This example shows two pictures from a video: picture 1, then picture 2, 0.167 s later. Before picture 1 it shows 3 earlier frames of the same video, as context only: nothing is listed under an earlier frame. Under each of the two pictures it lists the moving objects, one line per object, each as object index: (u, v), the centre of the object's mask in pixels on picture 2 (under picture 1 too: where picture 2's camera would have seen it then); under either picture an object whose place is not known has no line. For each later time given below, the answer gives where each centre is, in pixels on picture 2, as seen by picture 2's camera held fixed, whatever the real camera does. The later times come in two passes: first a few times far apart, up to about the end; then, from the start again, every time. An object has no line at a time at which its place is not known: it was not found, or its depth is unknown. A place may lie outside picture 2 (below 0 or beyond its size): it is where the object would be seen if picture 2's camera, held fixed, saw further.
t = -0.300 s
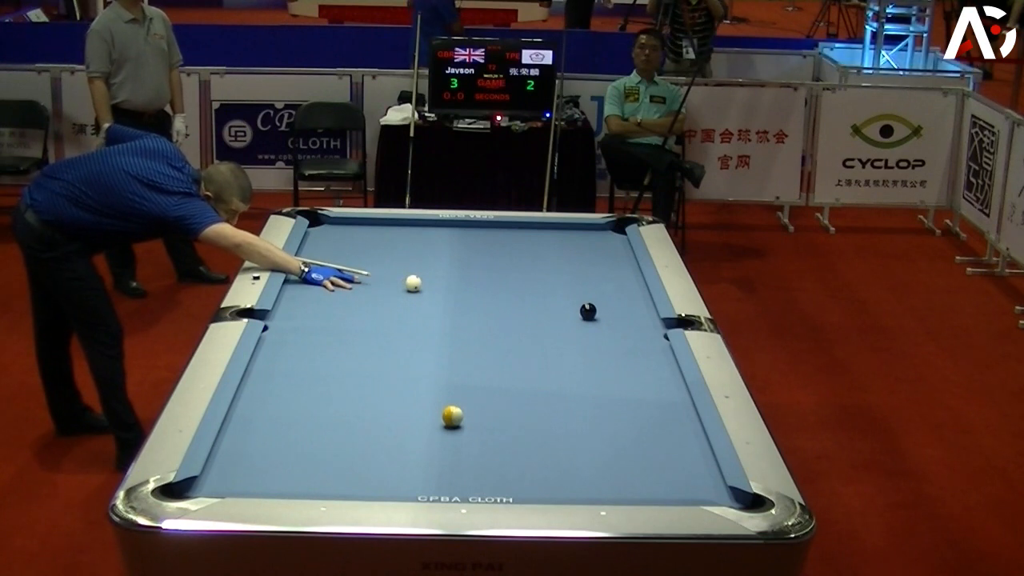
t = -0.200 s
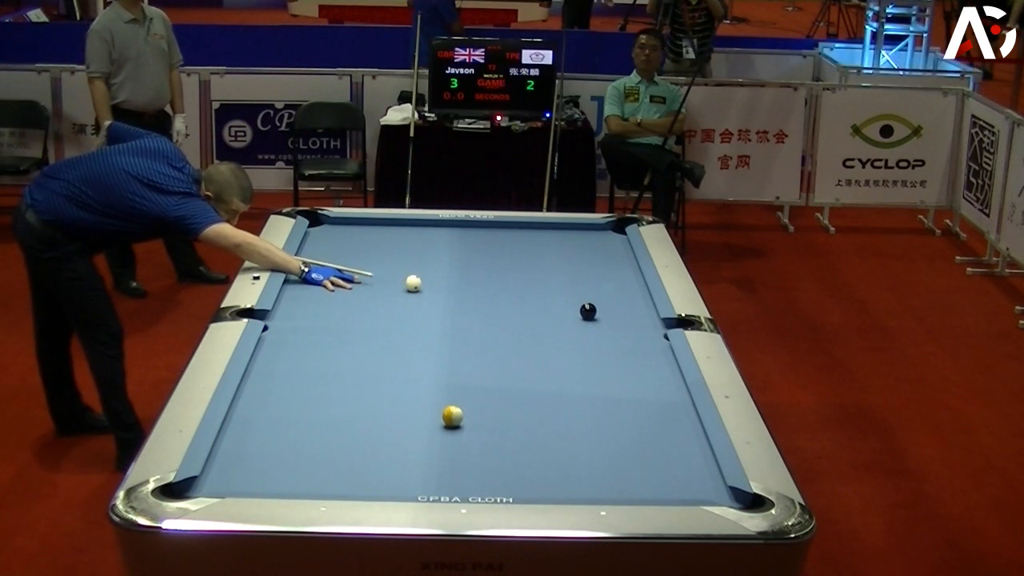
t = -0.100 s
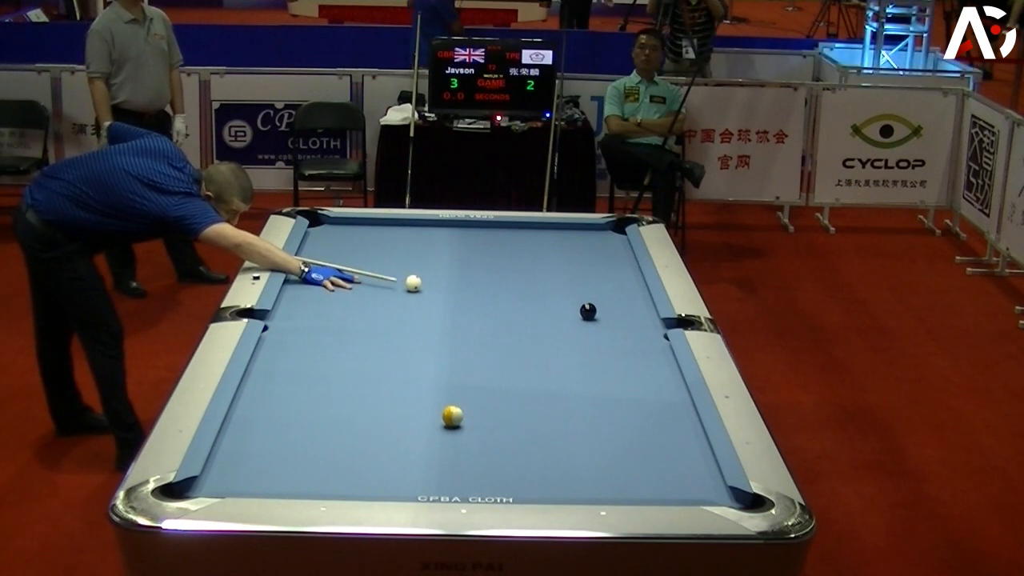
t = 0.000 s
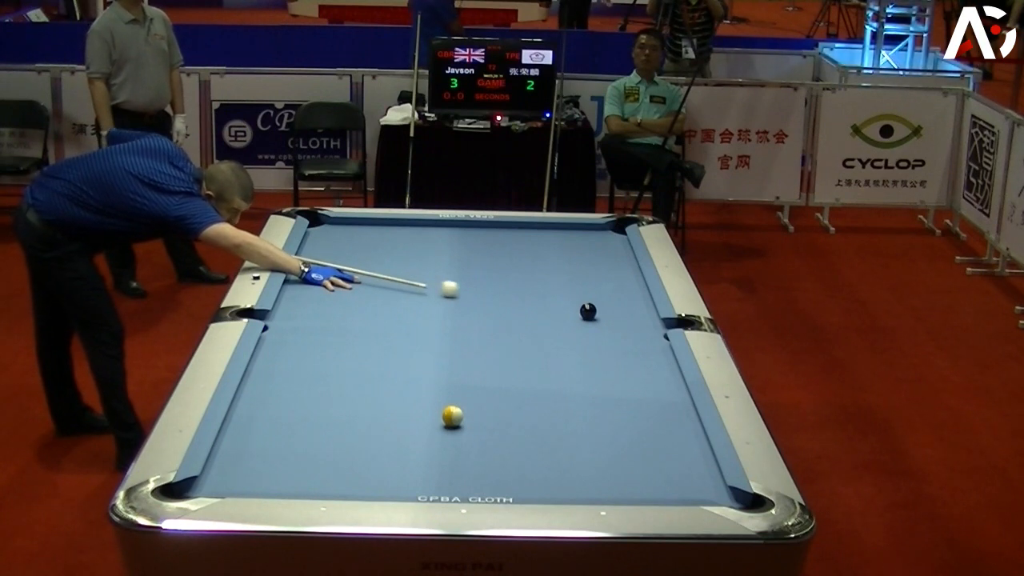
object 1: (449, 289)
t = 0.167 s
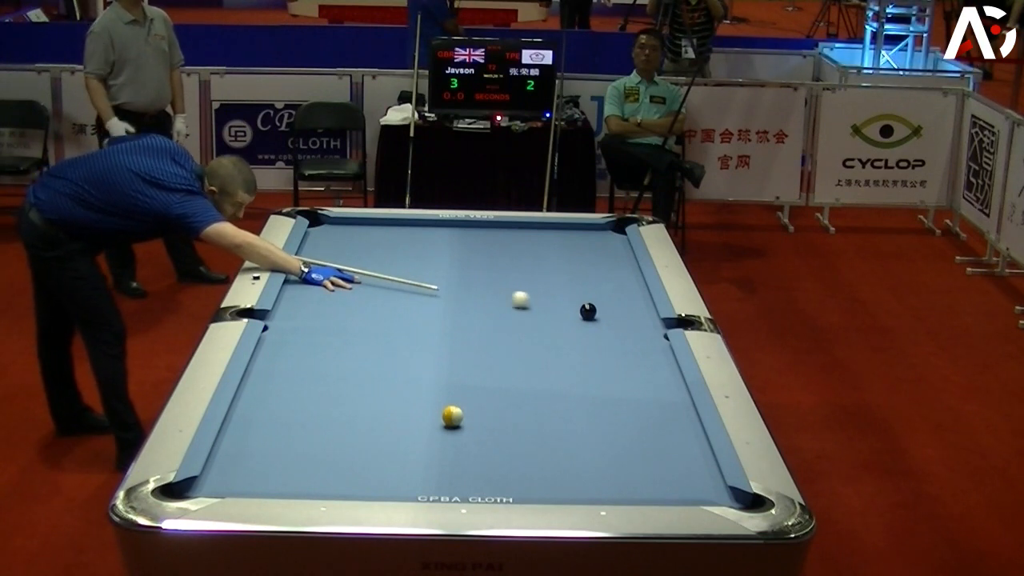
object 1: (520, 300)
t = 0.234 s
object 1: (546, 304)
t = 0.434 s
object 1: (582, 307)
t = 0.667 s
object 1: (610, 308)
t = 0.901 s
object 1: (637, 309)
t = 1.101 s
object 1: (642, 311)
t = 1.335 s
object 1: (632, 312)
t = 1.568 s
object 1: (624, 314)
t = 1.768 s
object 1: (617, 316)
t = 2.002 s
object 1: (610, 317)
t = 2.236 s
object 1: (603, 319)
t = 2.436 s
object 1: (598, 319)
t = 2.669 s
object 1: (594, 320)
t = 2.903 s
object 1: (590, 321)
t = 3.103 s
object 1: (588, 321)
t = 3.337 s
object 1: (586, 321)
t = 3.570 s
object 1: (586, 321)
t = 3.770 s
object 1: (586, 321)
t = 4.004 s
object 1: (586, 321)
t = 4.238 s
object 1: (586, 321)
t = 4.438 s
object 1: (586, 321)
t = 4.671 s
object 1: (586, 321)
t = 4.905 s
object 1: (586, 321)
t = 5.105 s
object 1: (586, 321)
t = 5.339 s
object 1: (586, 321)
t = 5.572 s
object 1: (586, 321)
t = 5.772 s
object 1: (586, 321)
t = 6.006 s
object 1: (586, 321)
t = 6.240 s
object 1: (586, 321)
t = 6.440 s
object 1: (586, 321)
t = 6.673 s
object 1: (586, 321)
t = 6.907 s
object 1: (586, 321)
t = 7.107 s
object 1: (586, 321)
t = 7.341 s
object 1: (586, 321)
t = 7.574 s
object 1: (586, 321)
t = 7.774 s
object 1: (586, 321)
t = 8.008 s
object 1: (586, 321)
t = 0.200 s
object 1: (533, 302)
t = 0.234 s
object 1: (546, 304)
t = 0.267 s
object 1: (559, 306)
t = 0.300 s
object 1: (571, 308)
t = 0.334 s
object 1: (574, 308)
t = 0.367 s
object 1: (576, 307)
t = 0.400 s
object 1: (579, 307)
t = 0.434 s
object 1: (582, 307)
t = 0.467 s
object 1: (586, 307)
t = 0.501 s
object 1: (590, 308)
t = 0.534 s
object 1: (594, 308)
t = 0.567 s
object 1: (598, 308)
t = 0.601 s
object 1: (602, 308)
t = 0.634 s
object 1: (606, 308)
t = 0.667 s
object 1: (610, 308)
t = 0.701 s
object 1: (614, 308)
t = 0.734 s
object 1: (618, 309)
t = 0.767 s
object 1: (622, 309)
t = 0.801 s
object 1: (626, 309)
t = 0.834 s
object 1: (629, 309)
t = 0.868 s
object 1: (633, 309)
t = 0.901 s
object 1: (637, 309)
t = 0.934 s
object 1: (641, 309)
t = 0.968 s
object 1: (644, 310)
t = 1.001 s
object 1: (647, 310)
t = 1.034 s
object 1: (646, 310)
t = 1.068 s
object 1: (644, 310)
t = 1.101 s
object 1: (642, 311)
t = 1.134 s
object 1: (641, 311)
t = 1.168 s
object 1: (640, 311)
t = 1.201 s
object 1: (638, 311)
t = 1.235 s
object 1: (637, 312)
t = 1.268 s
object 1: (636, 312)
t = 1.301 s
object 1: (634, 312)
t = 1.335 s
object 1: (632, 312)
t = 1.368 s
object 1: (631, 313)
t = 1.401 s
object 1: (630, 313)
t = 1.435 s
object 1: (629, 313)
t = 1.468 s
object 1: (628, 313)
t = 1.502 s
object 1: (626, 314)
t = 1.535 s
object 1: (625, 314)
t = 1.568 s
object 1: (624, 314)
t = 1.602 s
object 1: (623, 314)
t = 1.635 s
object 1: (622, 315)
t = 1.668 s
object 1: (620, 315)
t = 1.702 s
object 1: (619, 315)
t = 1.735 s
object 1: (618, 315)
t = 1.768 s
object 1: (617, 316)
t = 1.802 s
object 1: (616, 316)
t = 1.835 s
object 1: (615, 316)
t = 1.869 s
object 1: (614, 316)
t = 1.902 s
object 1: (613, 316)
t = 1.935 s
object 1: (611, 317)
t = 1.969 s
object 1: (611, 317)
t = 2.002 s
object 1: (610, 317)
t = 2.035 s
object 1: (608, 317)
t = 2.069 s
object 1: (608, 317)
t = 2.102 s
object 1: (607, 318)
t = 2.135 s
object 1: (606, 318)
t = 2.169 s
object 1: (606, 318)
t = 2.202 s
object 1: (604, 318)
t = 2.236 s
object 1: (603, 319)
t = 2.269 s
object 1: (602, 319)
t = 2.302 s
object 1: (602, 319)
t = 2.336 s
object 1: (601, 319)
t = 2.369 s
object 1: (600, 319)
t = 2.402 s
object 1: (599, 319)
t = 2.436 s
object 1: (598, 319)
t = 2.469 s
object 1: (598, 319)
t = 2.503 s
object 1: (597, 319)
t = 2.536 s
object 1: (596, 319)
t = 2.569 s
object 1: (596, 320)
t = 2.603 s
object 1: (595, 320)
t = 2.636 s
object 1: (594, 320)
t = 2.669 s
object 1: (594, 320)
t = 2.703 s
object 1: (593, 320)
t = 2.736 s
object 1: (593, 320)
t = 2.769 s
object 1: (592, 320)
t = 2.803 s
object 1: (592, 320)
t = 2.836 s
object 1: (591, 321)
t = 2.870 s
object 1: (590, 321)
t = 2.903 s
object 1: (590, 321)
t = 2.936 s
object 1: (590, 321)
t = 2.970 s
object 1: (589, 321)
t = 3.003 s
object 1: (589, 321)
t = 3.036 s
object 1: (588, 321)
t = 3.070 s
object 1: (588, 321)
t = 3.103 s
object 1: (588, 321)
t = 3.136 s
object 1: (587, 321)
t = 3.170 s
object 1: (587, 321)
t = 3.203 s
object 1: (587, 321)
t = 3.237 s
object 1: (586, 321)
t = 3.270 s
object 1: (586, 321)
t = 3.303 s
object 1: (586, 321)
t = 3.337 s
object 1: (586, 321)
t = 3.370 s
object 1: (586, 321)
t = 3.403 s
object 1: (586, 321)
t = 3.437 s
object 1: (586, 321)
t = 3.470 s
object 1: (586, 321)
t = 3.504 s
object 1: (586, 321)
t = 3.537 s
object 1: (586, 321)
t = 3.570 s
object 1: (586, 321)
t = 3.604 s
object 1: (586, 321)
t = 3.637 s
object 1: (586, 321)
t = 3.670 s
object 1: (586, 321)
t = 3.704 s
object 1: (586, 321)
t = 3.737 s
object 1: (586, 321)
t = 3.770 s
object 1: (586, 321)
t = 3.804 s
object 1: (586, 321)
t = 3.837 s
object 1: (586, 321)
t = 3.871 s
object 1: (586, 321)
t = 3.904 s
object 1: (586, 321)
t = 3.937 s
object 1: (586, 321)
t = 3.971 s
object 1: (586, 321)
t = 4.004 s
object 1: (586, 321)
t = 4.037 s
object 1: (586, 321)
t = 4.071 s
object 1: (586, 321)
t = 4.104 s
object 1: (586, 321)
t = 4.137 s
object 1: (586, 321)
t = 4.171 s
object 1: (586, 321)
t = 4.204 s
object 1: (586, 321)
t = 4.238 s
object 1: (586, 321)
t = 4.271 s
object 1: (586, 321)
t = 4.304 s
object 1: (586, 321)
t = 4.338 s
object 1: (586, 321)
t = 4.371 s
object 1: (586, 321)
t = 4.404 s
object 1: (586, 321)
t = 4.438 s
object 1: (586, 321)
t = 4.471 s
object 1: (586, 321)
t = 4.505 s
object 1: (586, 321)
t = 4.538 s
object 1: (586, 321)
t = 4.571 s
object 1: (586, 321)
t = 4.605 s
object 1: (586, 321)
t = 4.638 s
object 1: (586, 321)
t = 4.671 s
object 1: (586, 321)
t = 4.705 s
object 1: (586, 321)
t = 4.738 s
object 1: (586, 321)
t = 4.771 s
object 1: (586, 321)
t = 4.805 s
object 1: (586, 321)
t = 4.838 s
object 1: (586, 321)
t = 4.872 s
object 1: (586, 321)
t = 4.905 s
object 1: (586, 321)
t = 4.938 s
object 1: (586, 321)
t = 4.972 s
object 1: (586, 321)
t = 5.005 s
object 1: (586, 321)
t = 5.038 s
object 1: (586, 321)
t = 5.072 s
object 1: (586, 321)
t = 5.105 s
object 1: (586, 321)
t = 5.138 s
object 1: (586, 321)
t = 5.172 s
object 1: (586, 321)
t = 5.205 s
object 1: (586, 321)
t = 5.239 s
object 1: (586, 321)
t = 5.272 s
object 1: (586, 321)
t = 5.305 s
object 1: (586, 321)
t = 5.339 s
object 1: (586, 321)
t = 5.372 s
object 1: (586, 321)
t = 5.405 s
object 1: (586, 321)
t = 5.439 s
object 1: (586, 321)
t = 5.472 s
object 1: (586, 321)
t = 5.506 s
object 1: (586, 321)
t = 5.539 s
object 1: (586, 321)
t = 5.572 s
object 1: (586, 321)
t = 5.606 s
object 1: (586, 321)
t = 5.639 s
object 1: (586, 321)
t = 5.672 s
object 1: (586, 321)
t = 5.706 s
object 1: (586, 321)
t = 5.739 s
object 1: (586, 321)
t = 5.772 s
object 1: (586, 321)
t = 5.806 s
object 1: (586, 321)
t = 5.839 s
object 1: (586, 321)
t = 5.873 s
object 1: (586, 321)
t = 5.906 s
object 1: (586, 321)
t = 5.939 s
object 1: (586, 321)
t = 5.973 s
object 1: (586, 321)
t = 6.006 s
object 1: (586, 321)
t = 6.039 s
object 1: (586, 321)
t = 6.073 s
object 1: (586, 321)
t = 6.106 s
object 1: (586, 321)
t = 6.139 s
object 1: (586, 321)
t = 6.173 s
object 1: (586, 321)
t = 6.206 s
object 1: (586, 321)
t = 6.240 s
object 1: (586, 321)
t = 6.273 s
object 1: (586, 321)
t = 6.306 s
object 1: (586, 321)
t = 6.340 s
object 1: (586, 321)
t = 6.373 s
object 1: (586, 321)
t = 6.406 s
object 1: (586, 321)
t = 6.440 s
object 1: (586, 321)
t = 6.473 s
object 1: (586, 321)
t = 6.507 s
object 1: (586, 321)
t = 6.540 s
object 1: (586, 321)
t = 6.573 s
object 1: (586, 321)
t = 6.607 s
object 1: (586, 321)
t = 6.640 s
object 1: (586, 321)
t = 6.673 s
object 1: (586, 321)
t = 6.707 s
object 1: (586, 321)
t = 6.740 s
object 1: (586, 321)
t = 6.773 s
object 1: (586, 321)
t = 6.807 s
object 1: (586, 321)
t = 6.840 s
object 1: (586, 321)
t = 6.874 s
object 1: (586, 321)
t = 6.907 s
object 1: (586, 321)
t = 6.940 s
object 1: (586, 321)
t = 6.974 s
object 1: (586, 321)
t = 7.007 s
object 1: (586, 321)
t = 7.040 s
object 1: (586, 321)
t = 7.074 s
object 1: (586, 321)
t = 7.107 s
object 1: (586, 321)
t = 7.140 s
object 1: (586, 321)
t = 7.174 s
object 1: (586, 321)
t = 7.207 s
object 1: (586, 321)
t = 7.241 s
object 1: (586, 321)
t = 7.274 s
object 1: (586, 321)
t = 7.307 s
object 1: (586, 321)
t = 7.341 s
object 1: (586, 321)
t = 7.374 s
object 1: (586, 321)
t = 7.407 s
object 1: (586, 321)
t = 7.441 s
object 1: (586, 321)
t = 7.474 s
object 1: (586, 321)
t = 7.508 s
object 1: (586, 321)
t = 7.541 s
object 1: (586, 321)
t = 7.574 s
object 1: (586, 321)
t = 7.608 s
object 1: (586, 321)
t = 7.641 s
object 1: (586, 321)
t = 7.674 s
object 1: (586, 321)
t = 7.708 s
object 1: (586, 321)
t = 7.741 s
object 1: (586, 321)
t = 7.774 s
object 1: (586, 321)
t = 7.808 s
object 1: (586, 321)
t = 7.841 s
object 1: (586, 321)
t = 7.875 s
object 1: (586, 321)
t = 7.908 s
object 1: (586, 321)
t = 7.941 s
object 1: (586, 321)
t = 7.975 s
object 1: (586, 321)
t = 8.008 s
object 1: (586, 321)
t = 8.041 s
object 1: (586, 321)
